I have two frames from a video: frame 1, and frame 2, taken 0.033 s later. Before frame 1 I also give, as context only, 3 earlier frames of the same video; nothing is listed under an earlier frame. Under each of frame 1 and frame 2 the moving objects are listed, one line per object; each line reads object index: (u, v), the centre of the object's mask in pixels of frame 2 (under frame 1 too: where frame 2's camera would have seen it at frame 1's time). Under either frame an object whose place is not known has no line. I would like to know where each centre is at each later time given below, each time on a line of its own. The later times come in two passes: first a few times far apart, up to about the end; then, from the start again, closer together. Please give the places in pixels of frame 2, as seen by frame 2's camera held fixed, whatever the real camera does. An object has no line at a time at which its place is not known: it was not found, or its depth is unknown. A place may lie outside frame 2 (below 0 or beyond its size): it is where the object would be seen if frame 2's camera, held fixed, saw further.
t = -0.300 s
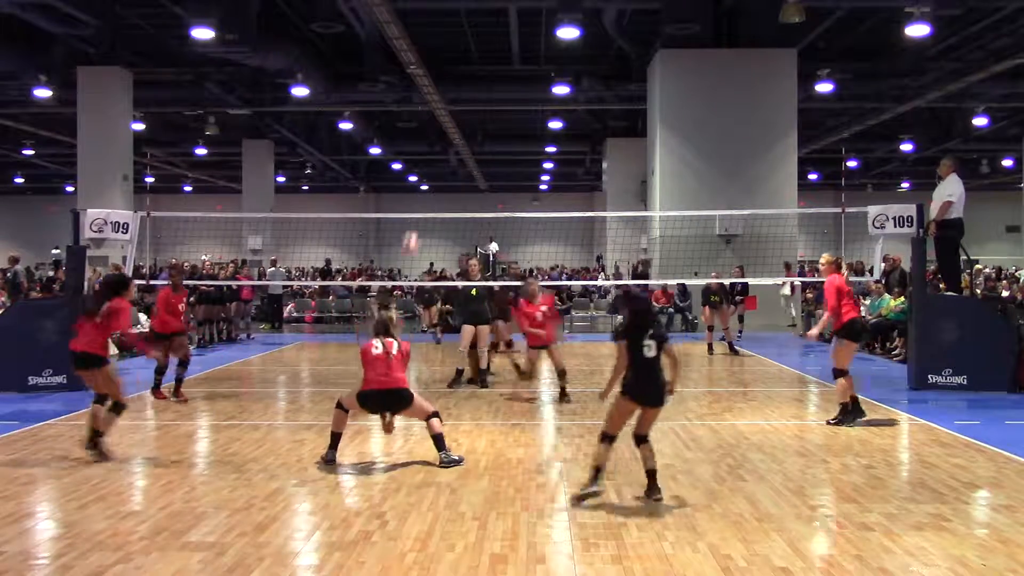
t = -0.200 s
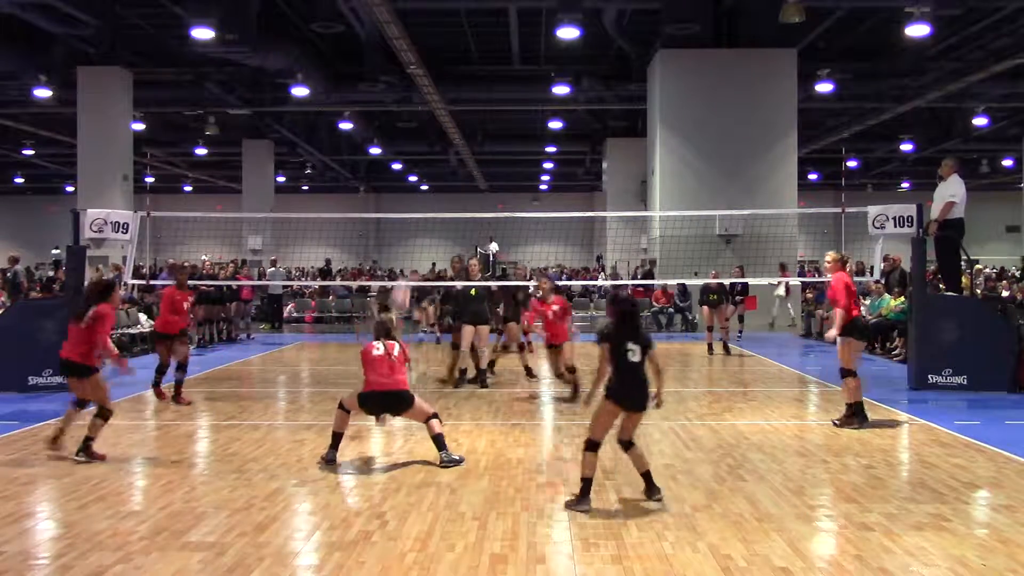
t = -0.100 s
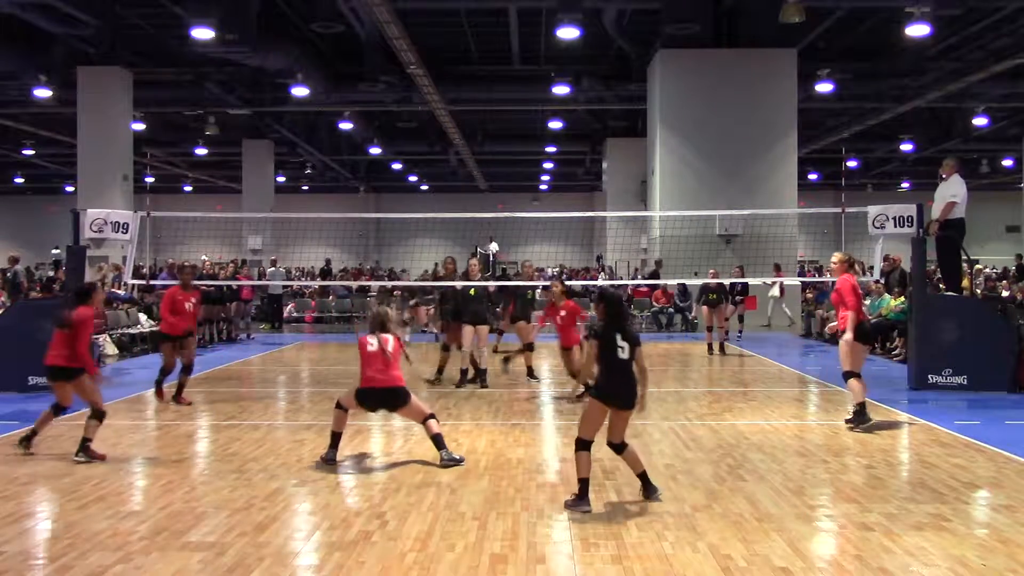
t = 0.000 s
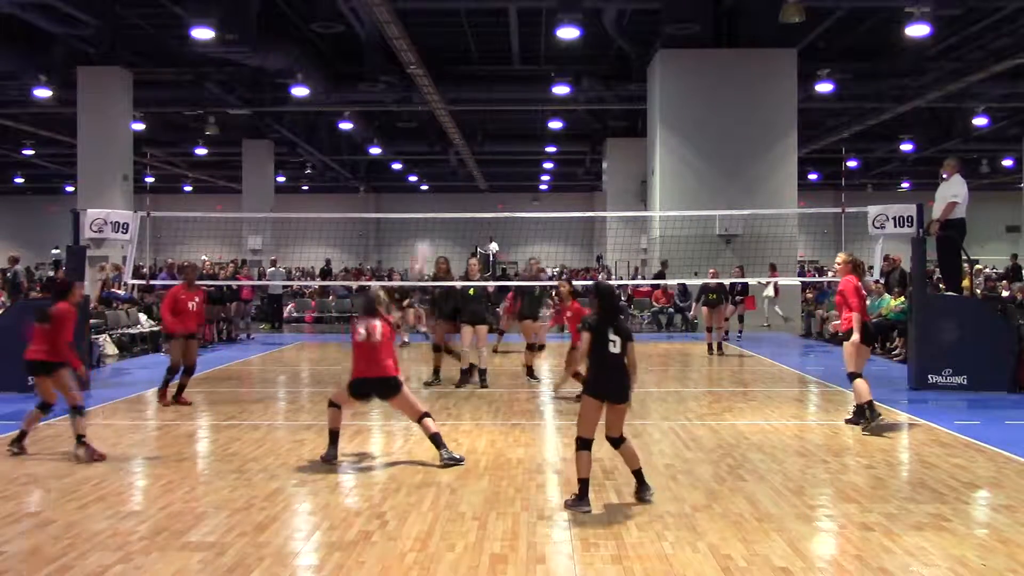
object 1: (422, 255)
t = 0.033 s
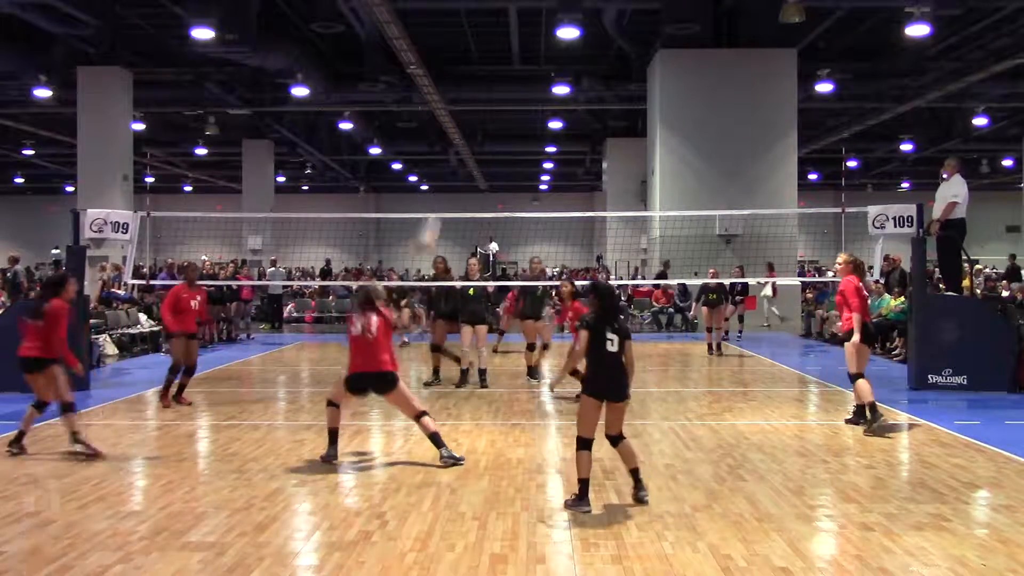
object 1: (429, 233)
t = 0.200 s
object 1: (470, 126)
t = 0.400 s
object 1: (516, 43)
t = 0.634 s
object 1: (561, 5)
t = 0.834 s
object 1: (596, 15)
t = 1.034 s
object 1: (630, 62)
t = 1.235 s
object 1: (661, 138)
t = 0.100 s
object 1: (446, 184)
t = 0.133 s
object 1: (454, 161)
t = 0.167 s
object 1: (462, 142)
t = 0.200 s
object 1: (470, 126)
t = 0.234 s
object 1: (478, 106)
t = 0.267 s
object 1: (485, 91)
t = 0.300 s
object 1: (491, 75)
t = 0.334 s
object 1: (500, 62)
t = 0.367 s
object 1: (507, 52)
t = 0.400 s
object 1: (516, 43)
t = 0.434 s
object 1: (522, 33)
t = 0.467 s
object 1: (528, 29)
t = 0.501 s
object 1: (535, 19)
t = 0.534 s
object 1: (542, 14)
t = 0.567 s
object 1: (549, 10)
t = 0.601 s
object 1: (554, 6)
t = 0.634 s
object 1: (561, 5)
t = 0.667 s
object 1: (567, 5)
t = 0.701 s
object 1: (573, 5)
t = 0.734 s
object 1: (579, 5)
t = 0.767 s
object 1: (585, 8)
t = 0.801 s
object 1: (590, 10)
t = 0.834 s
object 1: (596, 15)
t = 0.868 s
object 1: (601, 22)
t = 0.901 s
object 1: (608, 27)
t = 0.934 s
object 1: (614, 34)
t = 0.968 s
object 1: (619, 43)
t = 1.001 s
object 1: (624, 52)
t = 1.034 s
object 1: (630, 62)
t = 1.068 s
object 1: (635, 72)
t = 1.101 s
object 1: (640, 85)
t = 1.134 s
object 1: (645, 99)
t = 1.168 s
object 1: (650, 110)
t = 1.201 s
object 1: (656, 124)
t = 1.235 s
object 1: (661, 138)
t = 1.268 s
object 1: (665, 155)
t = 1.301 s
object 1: (670, 172)
